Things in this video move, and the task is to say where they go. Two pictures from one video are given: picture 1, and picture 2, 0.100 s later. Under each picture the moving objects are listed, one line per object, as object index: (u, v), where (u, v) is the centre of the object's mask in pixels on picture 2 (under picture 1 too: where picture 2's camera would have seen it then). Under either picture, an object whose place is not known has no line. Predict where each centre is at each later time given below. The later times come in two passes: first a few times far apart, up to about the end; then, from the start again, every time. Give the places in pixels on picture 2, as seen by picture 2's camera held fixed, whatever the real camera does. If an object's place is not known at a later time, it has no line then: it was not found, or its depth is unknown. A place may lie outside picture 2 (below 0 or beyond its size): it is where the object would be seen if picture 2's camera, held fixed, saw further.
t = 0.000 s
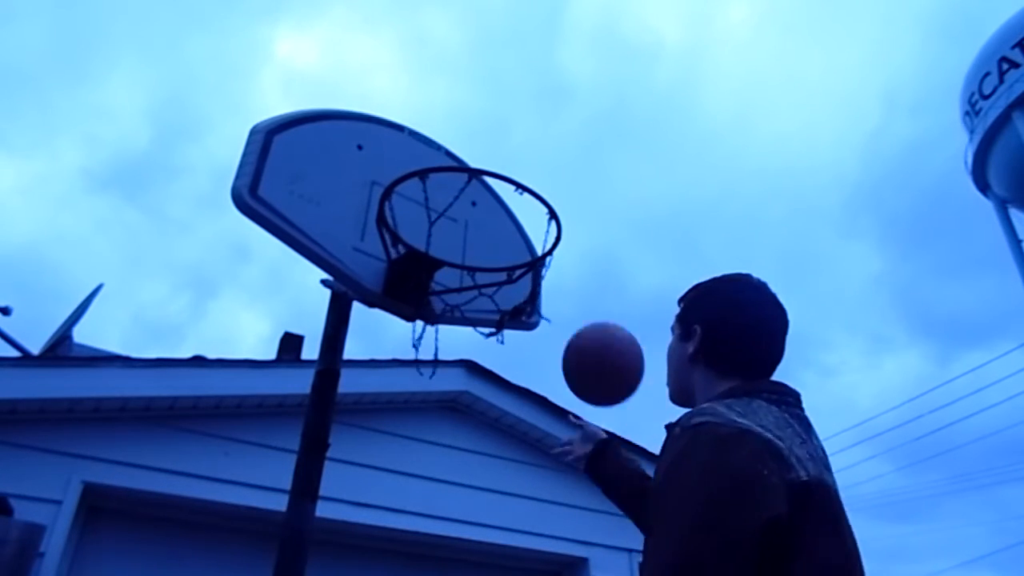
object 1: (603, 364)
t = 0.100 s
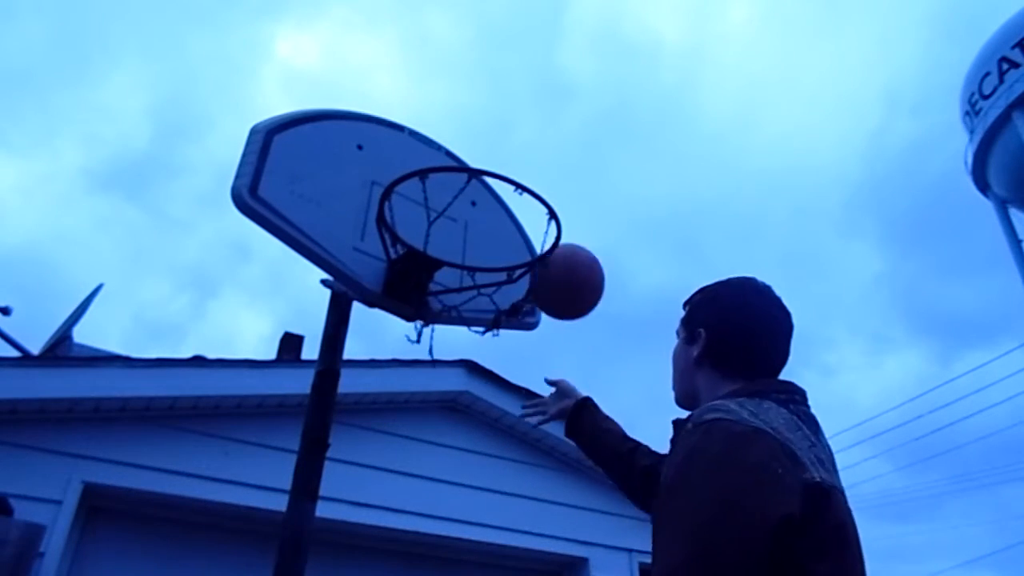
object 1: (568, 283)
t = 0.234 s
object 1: (526, 226)
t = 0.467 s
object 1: (488, 213)
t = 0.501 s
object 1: (485, 219)
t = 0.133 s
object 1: (556, 263)
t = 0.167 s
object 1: (545, 247)
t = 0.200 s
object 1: (535, 234)
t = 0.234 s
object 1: (526, 226)
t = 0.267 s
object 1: (515, 219)
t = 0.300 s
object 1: (506, 217)
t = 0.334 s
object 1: (502, 212)
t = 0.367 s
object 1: (499, 209)
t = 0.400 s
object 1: (496, 209)
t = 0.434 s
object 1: (492, 210)
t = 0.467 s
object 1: (488, 213)
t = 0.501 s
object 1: (485, 219)
